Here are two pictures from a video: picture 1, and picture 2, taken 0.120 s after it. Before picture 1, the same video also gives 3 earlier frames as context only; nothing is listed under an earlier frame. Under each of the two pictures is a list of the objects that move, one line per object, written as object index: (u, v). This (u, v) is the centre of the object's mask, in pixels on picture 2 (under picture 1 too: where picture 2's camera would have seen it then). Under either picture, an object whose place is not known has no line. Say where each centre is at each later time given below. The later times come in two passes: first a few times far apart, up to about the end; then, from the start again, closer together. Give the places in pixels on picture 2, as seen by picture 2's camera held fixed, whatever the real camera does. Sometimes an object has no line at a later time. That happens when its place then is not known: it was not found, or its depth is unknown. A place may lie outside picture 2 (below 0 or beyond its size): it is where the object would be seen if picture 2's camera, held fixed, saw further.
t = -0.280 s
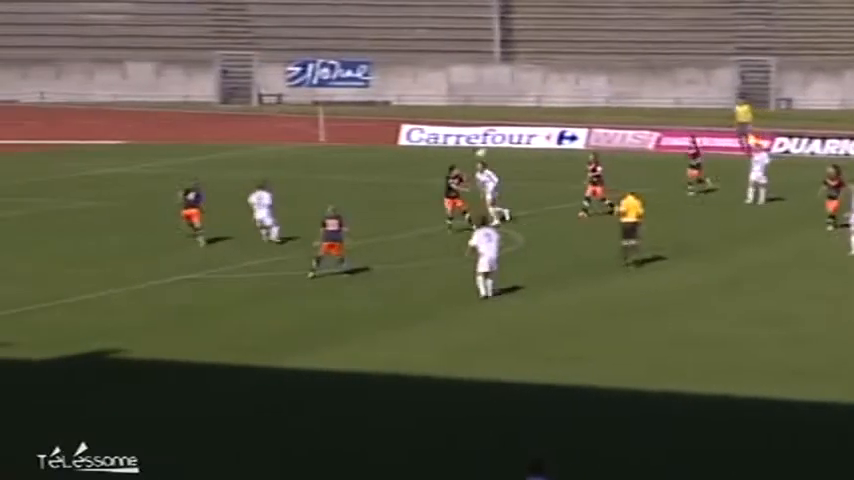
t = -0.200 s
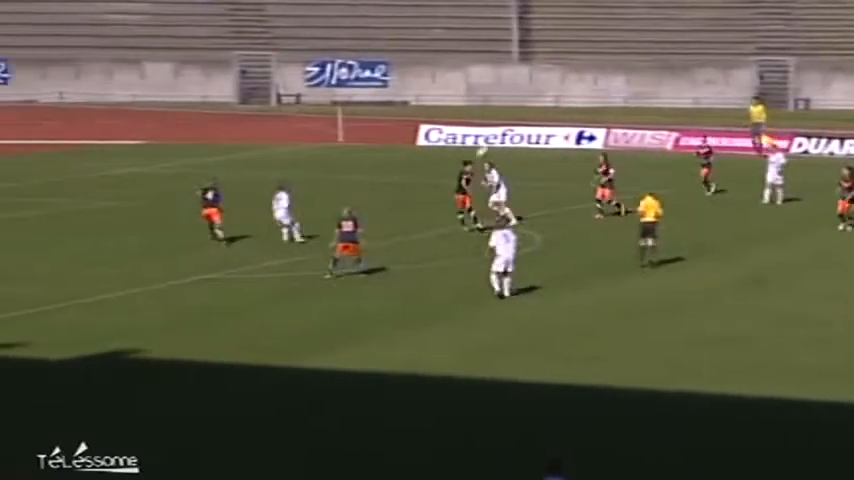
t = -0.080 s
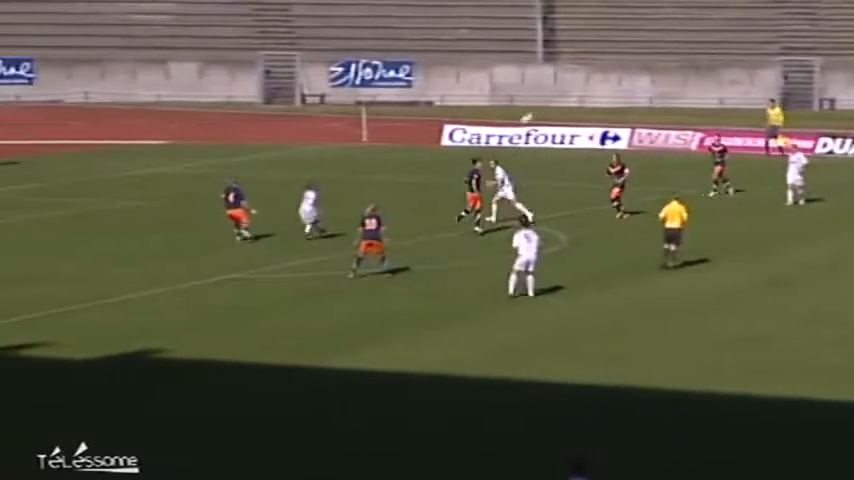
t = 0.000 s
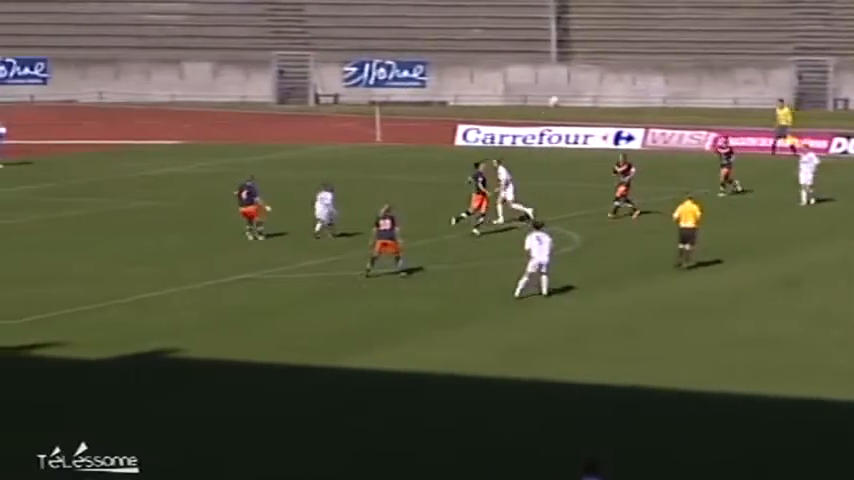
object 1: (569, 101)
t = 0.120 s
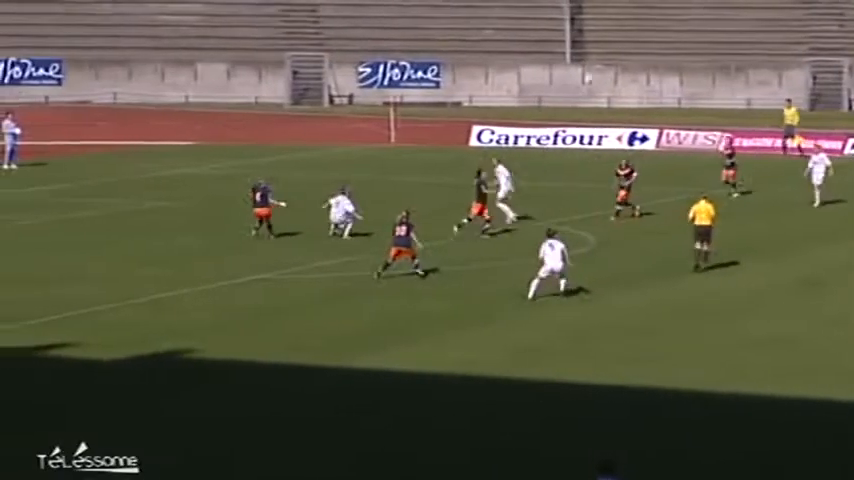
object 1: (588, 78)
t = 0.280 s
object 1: (615, 57)
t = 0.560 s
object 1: (662, 47)
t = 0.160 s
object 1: (595, 70)
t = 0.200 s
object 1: (601, 65)
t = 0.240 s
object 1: (607, 61)
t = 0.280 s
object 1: (615, 57)
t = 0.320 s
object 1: (622, 53)
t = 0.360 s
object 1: (629, 51)
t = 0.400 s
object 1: (636, 48)
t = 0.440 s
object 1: (641, 47)
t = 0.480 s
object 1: (649, 47)
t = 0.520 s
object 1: (656, 47)
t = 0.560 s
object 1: (662, 47)
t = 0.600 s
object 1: (668, 49)
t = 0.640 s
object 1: (675, 50)
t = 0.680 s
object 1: (683, 52)
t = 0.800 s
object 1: (699, 65)
